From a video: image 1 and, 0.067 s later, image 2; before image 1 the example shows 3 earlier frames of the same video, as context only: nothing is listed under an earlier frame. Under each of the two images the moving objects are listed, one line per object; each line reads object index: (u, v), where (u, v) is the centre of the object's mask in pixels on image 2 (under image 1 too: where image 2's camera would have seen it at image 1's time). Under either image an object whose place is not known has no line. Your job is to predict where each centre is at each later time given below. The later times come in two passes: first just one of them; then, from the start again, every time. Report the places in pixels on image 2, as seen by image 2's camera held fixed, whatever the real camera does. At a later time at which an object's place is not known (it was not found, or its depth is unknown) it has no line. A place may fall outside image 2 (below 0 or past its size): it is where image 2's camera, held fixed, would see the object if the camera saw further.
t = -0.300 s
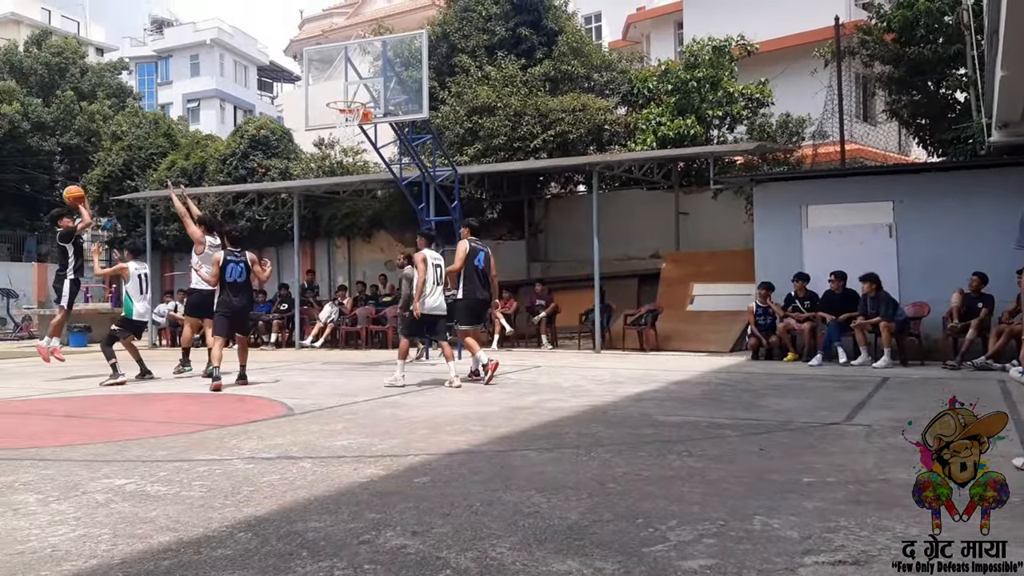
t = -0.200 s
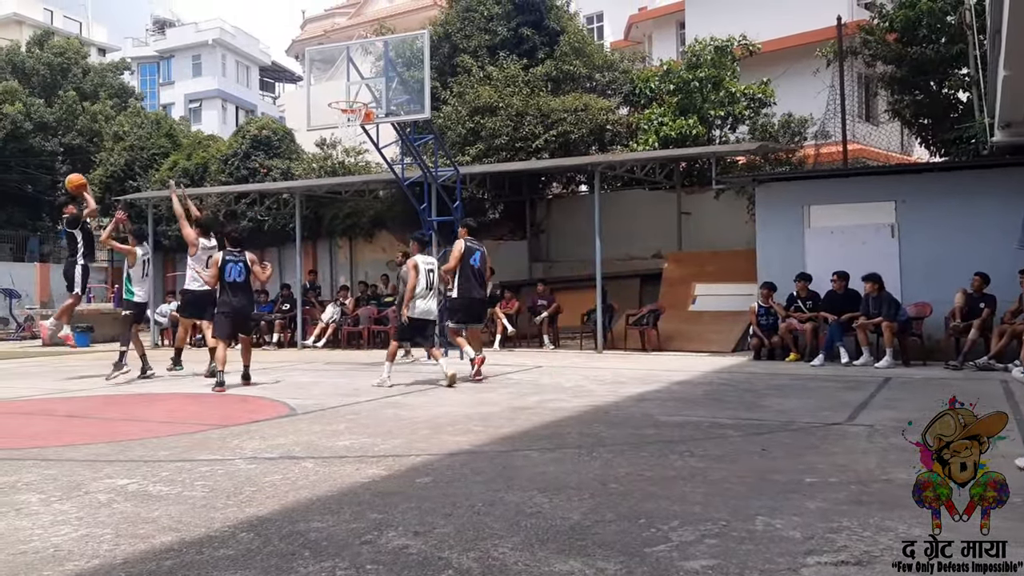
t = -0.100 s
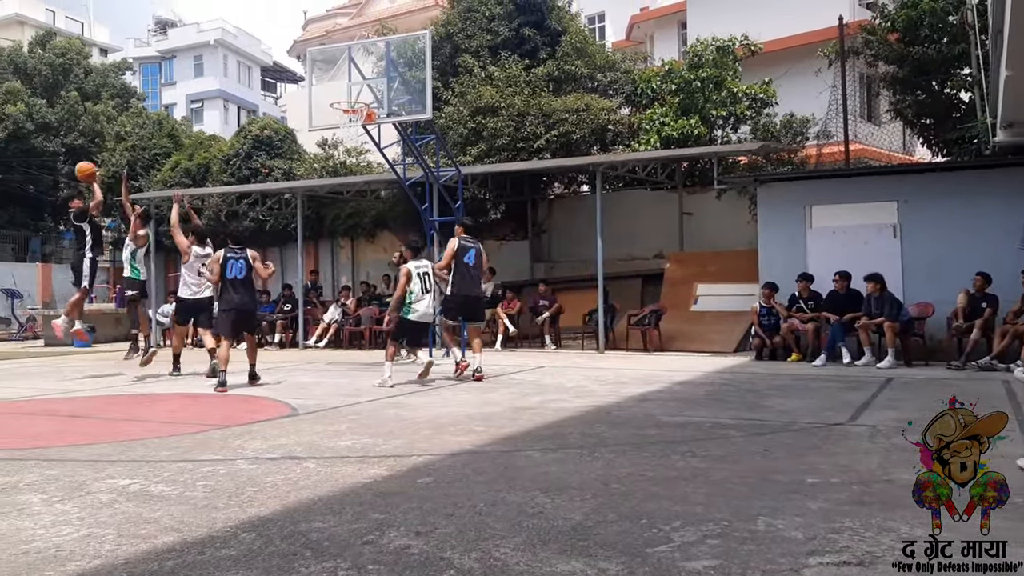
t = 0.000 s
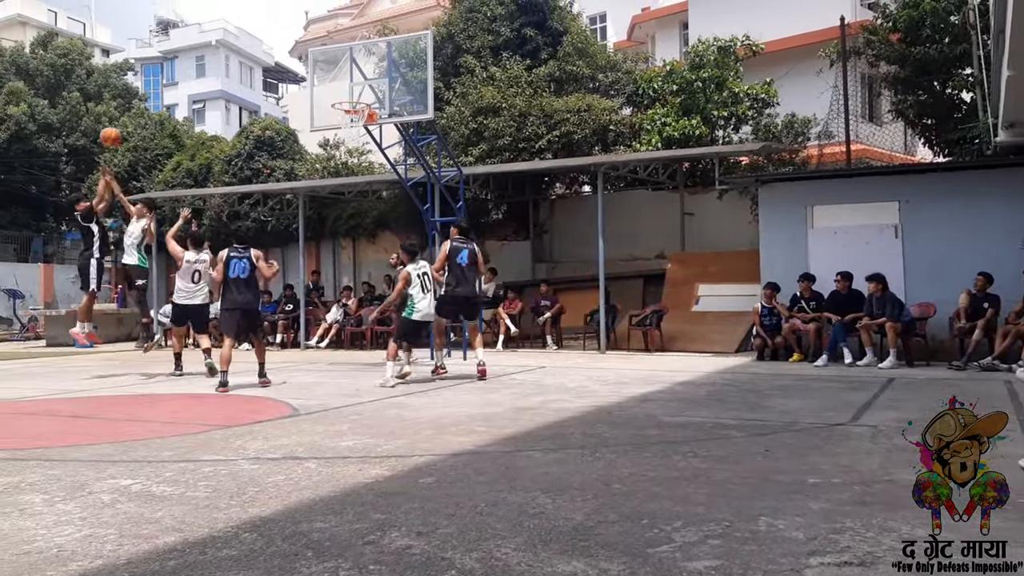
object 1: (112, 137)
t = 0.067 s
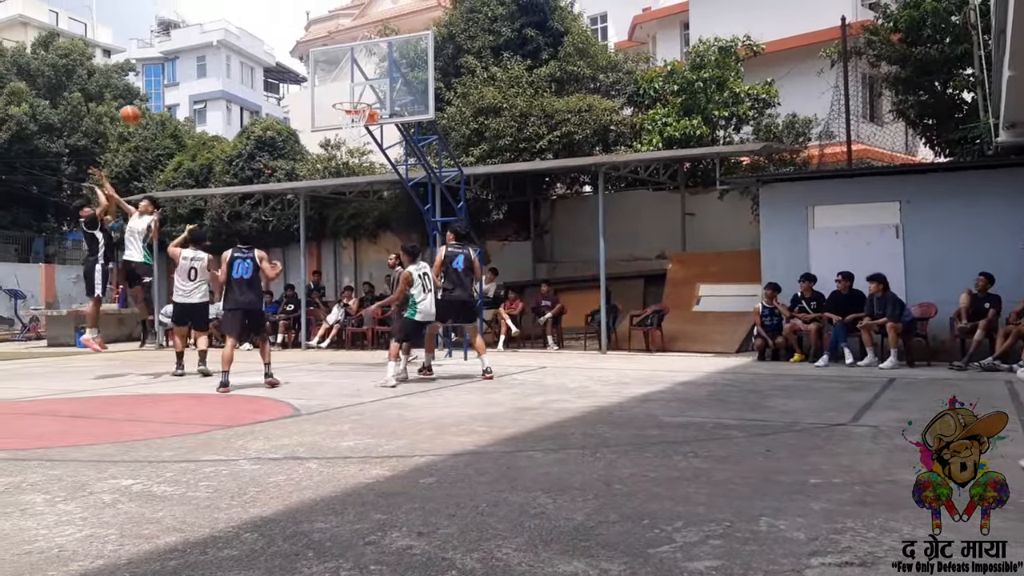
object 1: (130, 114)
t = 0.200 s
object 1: (166, 82)
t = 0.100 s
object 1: (138, 105)
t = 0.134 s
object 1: (147, 97)
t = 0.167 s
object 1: (157, 89)
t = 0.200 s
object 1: (166, 82)
